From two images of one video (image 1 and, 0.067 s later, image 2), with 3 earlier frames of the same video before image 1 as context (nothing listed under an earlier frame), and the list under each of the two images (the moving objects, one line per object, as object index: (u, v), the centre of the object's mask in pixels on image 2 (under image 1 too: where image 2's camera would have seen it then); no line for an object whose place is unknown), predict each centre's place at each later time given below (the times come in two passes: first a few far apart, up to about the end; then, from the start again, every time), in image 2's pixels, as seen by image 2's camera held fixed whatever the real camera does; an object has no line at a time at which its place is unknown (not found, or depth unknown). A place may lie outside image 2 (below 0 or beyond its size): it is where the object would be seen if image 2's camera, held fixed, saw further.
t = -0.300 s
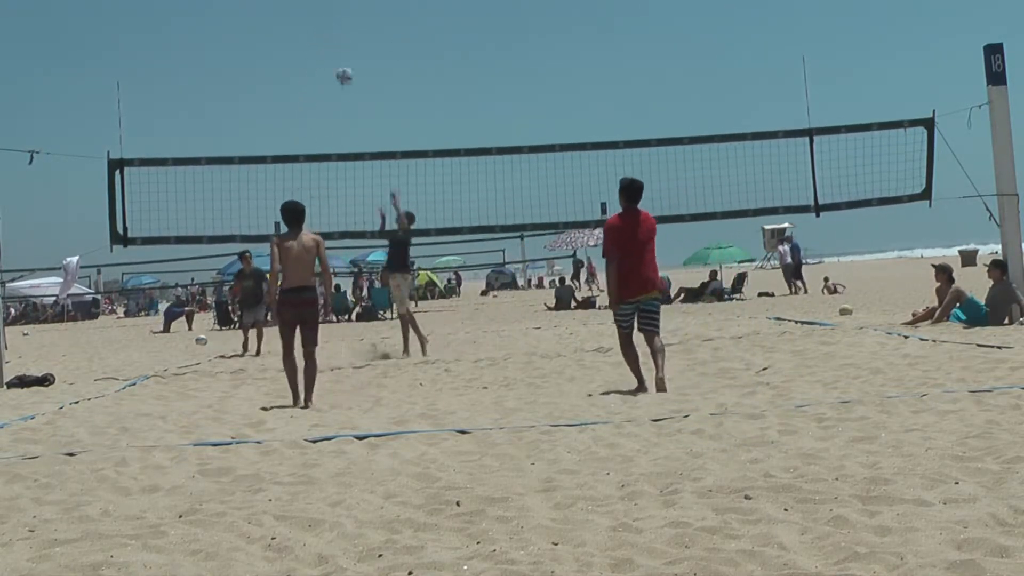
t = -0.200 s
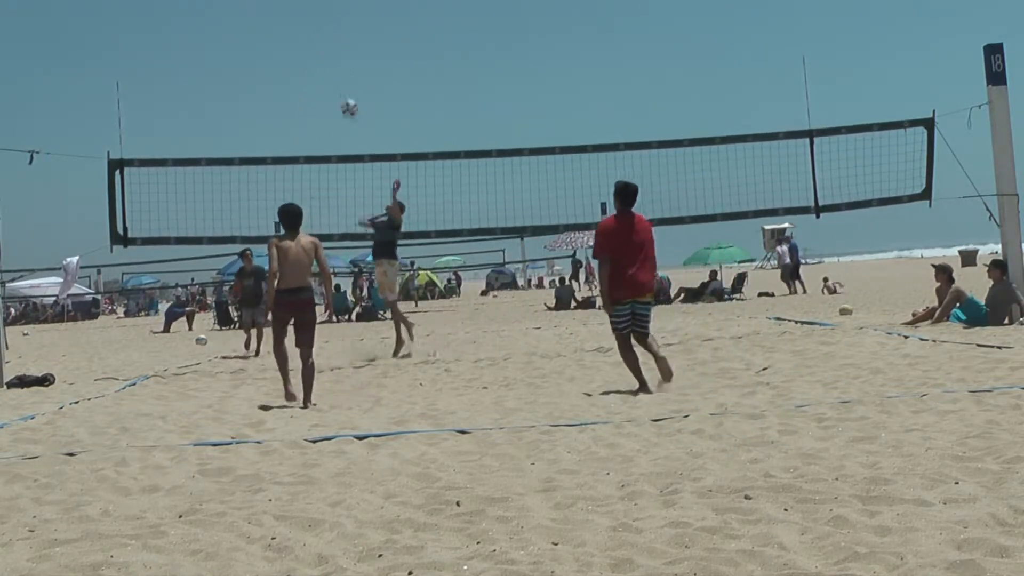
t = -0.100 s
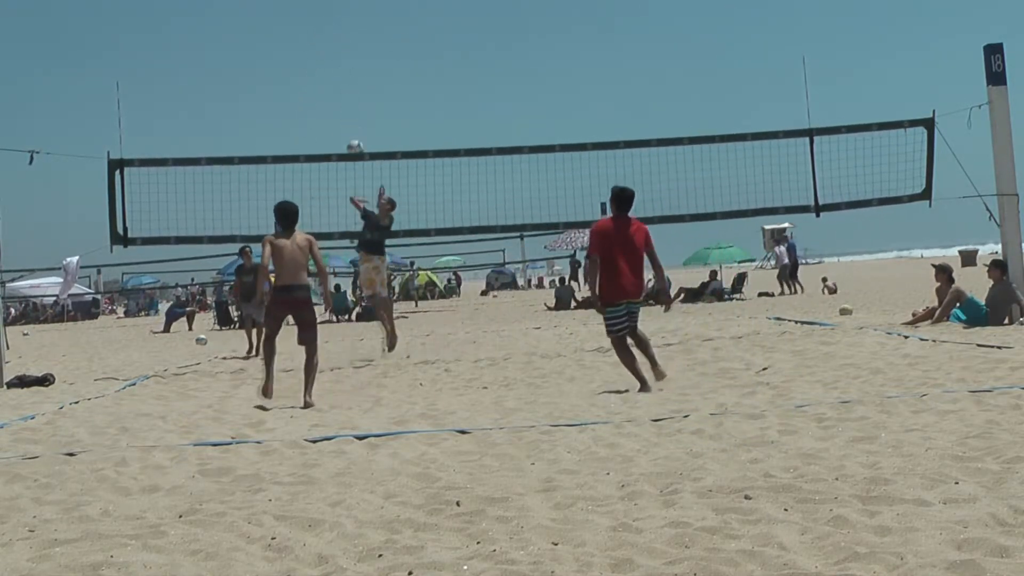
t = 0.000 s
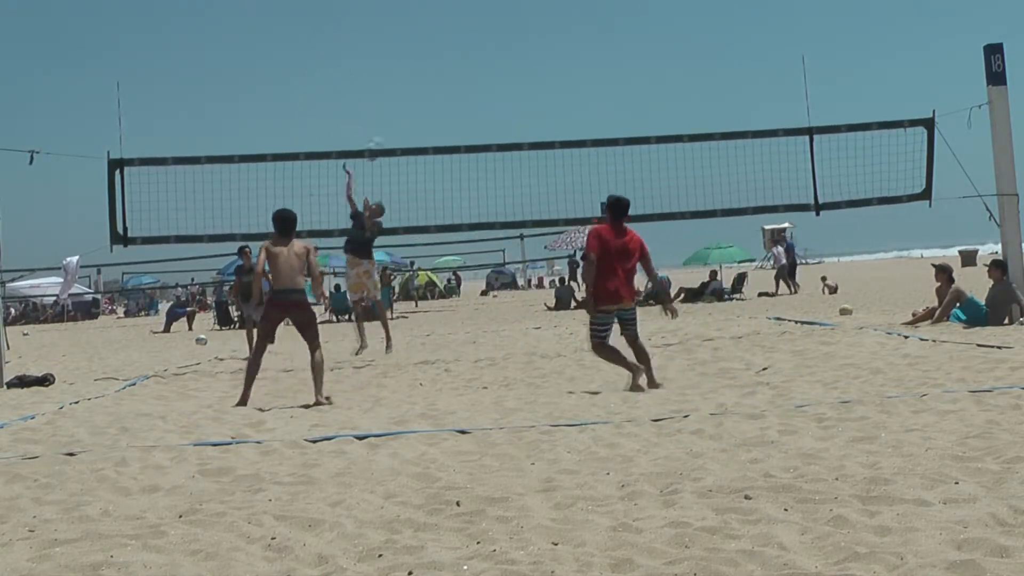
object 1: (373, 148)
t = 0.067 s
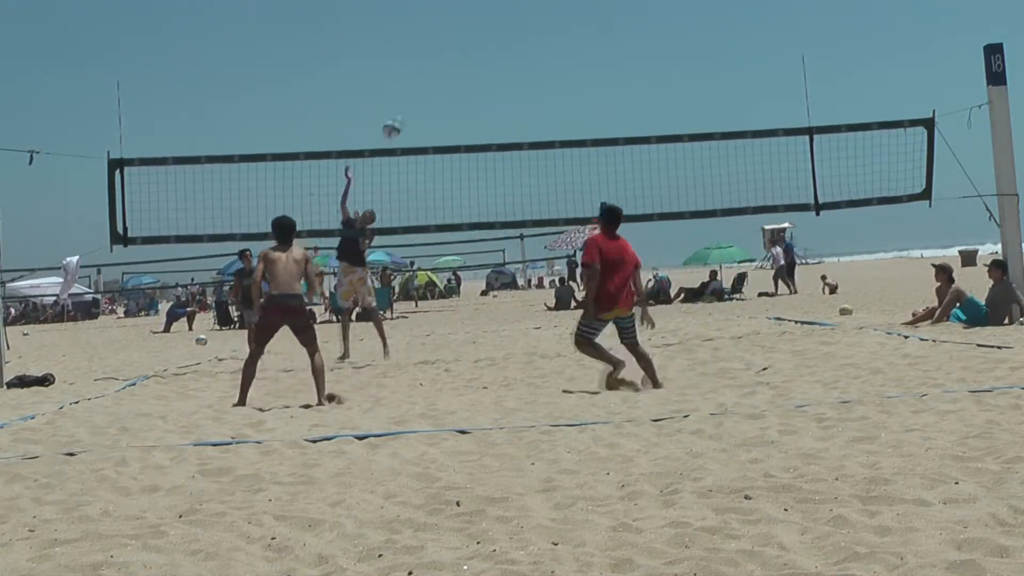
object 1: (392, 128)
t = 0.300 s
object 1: (467, 77)
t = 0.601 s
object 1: (582, 89)
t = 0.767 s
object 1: (654, 142)
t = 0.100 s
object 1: (402, 119)
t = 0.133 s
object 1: (413, 108)
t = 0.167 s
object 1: (424, 101)
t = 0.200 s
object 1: (435, 93)
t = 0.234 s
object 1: (445, 87)
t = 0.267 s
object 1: (456, 81)
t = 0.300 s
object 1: (467, 77)
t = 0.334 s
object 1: (481, 74)
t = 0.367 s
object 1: (492, 72)
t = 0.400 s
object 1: (503, 70)
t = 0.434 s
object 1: (516, 70)
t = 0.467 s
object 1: (530, 71)
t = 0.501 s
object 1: (543, 74)
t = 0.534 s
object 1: (555, 77)
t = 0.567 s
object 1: (568, 82)
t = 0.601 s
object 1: (582, 89)
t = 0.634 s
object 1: (596, 97)
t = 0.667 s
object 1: (611, 106)
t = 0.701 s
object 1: (624, 116)
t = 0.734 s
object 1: (639, 128)
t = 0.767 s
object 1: (654, 142)
